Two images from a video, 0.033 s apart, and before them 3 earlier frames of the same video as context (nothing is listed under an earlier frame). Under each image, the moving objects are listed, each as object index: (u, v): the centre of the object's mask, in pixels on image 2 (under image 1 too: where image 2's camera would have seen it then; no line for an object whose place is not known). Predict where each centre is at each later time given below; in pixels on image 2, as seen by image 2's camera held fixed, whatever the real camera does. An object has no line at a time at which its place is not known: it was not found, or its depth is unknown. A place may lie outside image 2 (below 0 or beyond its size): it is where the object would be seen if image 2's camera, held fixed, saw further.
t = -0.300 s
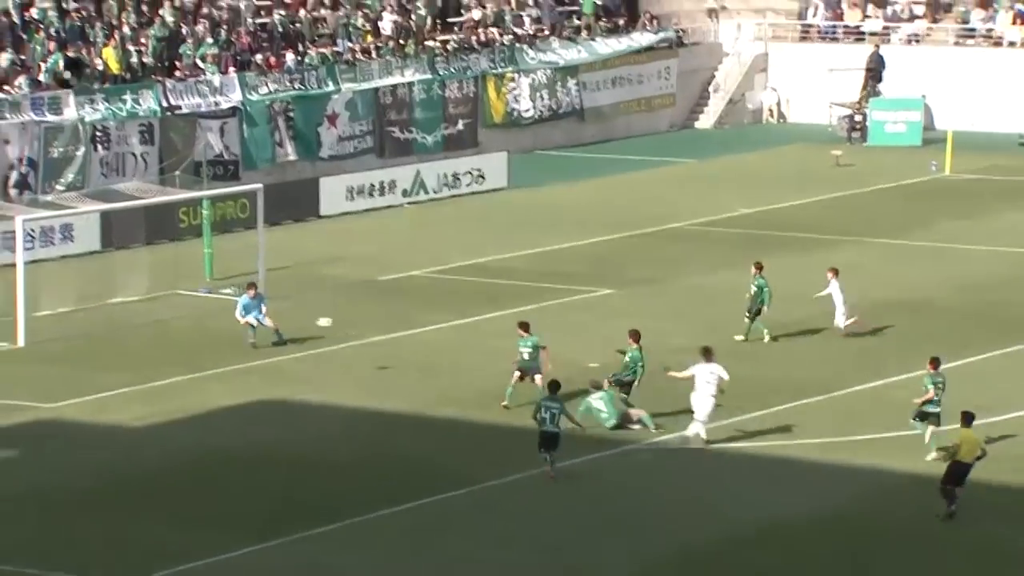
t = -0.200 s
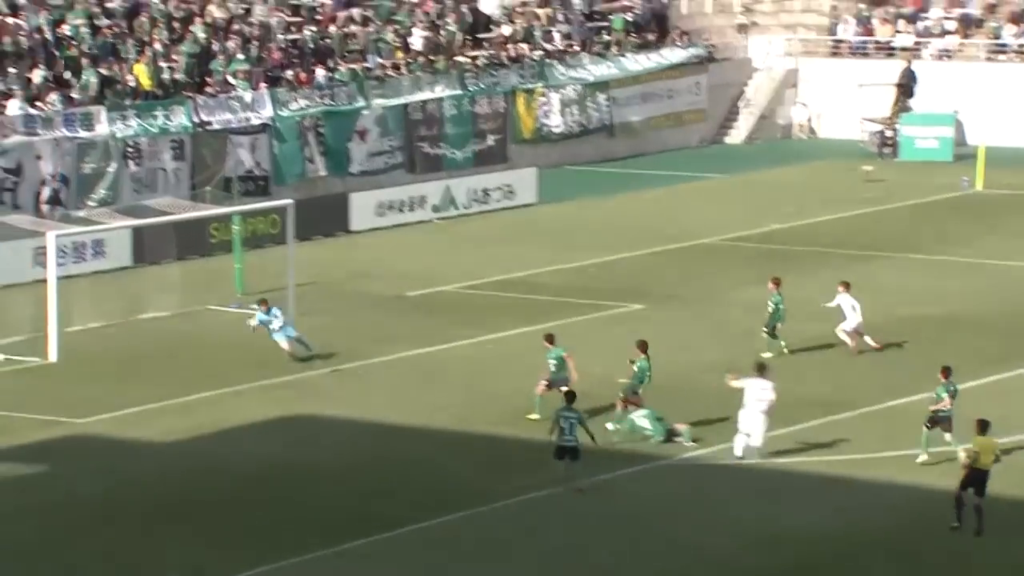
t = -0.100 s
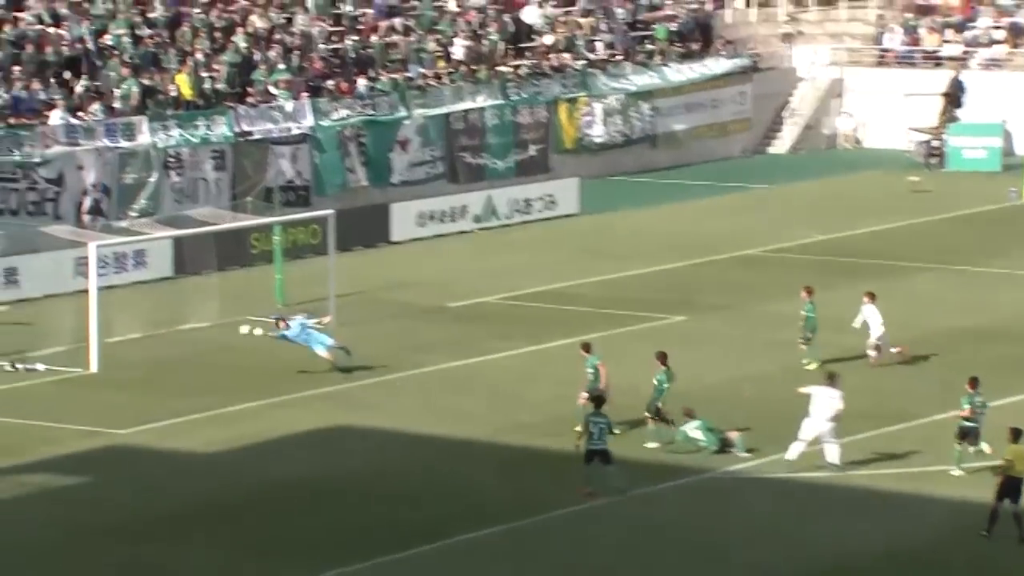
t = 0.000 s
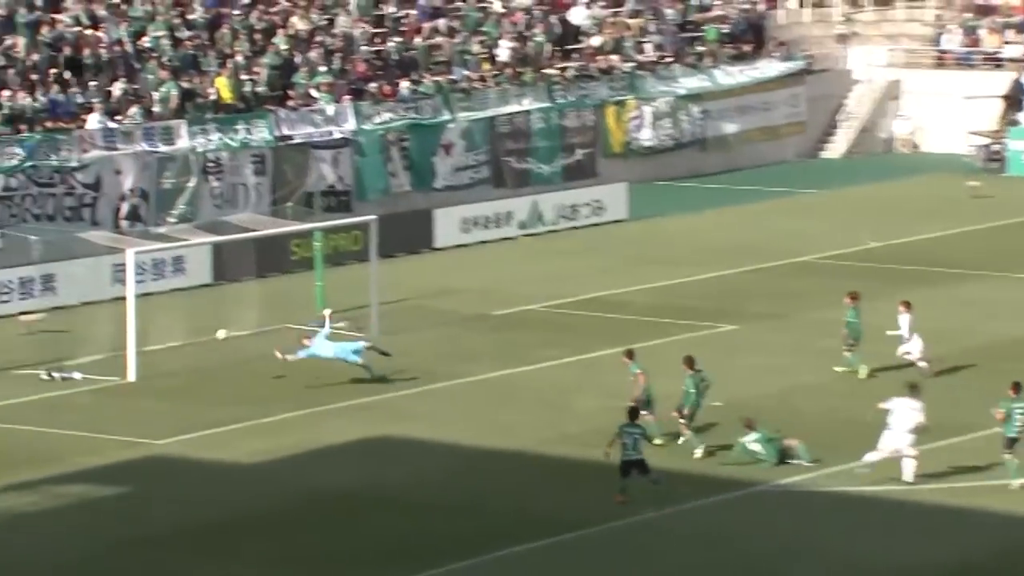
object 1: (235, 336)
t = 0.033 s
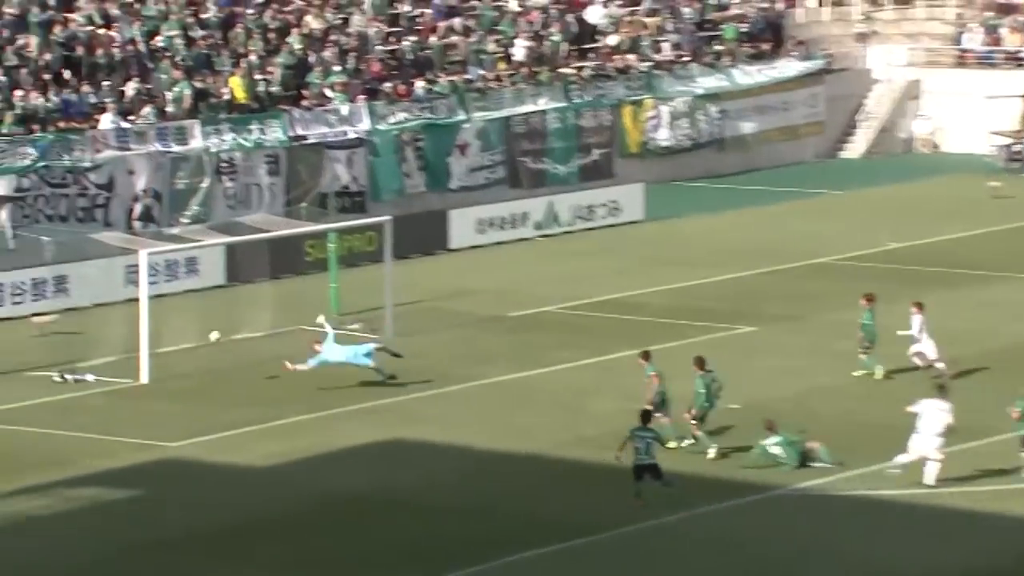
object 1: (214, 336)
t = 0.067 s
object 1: (194, 337)
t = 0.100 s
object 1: (174, 339)
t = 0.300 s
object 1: (238, 351)
